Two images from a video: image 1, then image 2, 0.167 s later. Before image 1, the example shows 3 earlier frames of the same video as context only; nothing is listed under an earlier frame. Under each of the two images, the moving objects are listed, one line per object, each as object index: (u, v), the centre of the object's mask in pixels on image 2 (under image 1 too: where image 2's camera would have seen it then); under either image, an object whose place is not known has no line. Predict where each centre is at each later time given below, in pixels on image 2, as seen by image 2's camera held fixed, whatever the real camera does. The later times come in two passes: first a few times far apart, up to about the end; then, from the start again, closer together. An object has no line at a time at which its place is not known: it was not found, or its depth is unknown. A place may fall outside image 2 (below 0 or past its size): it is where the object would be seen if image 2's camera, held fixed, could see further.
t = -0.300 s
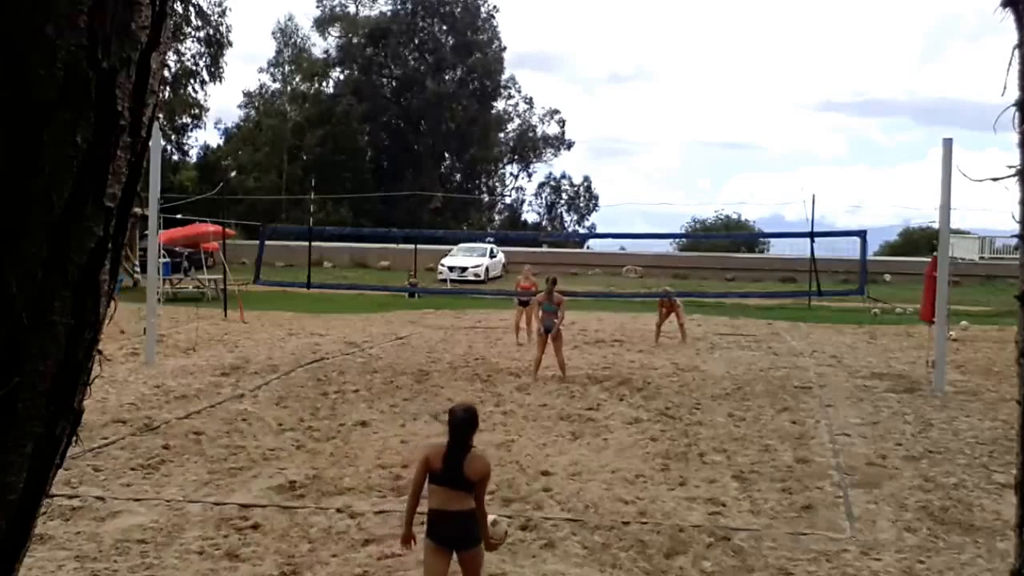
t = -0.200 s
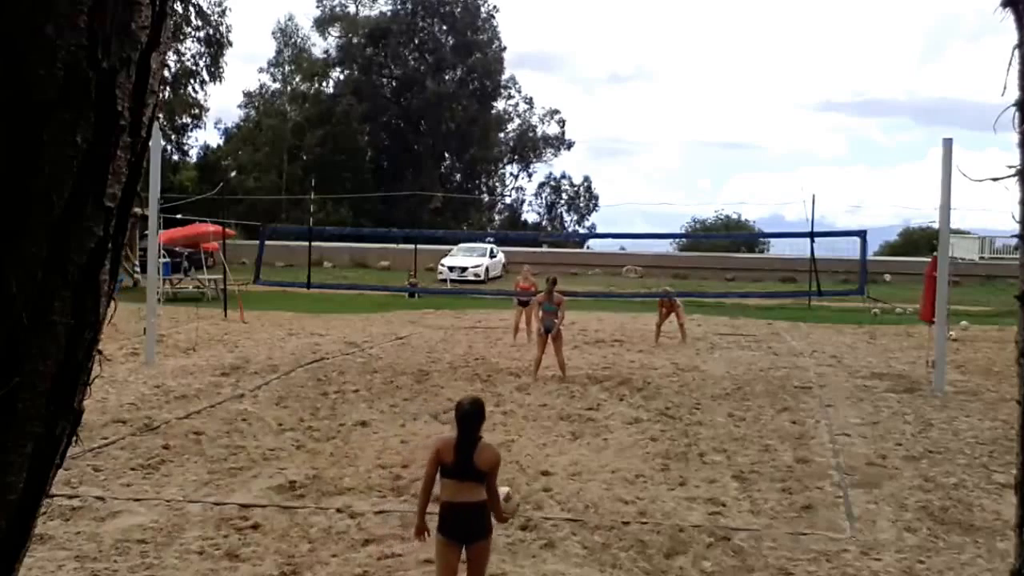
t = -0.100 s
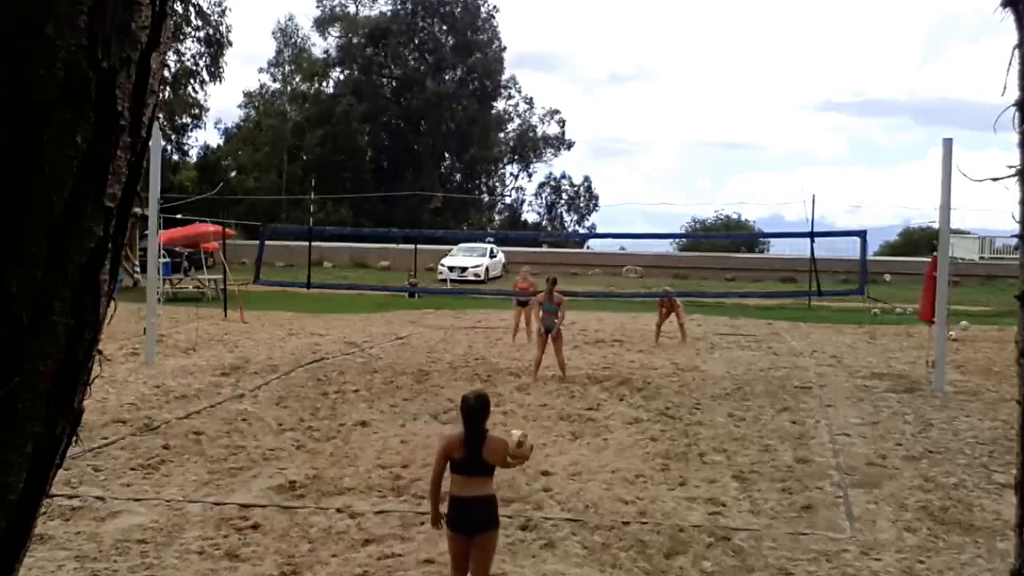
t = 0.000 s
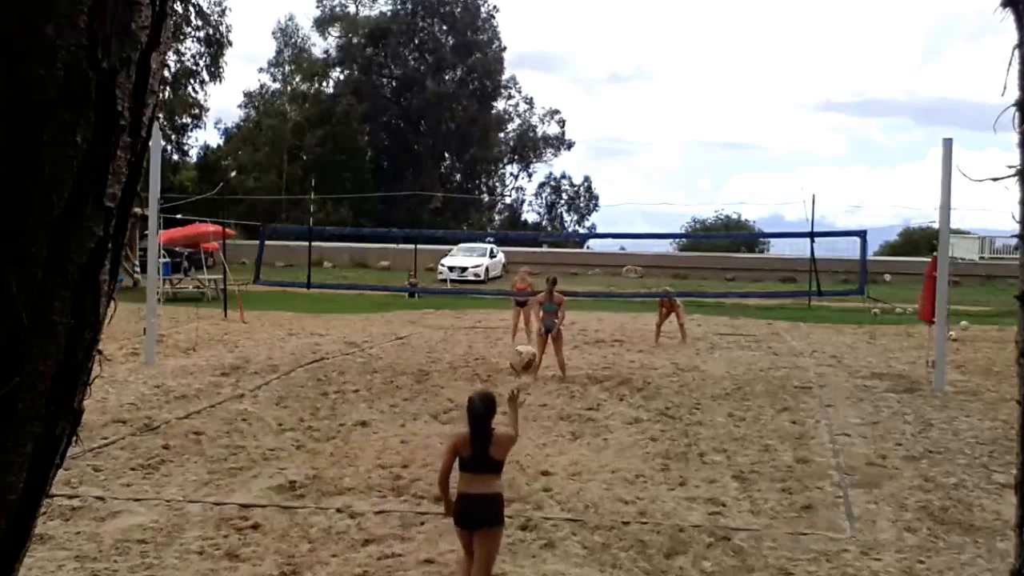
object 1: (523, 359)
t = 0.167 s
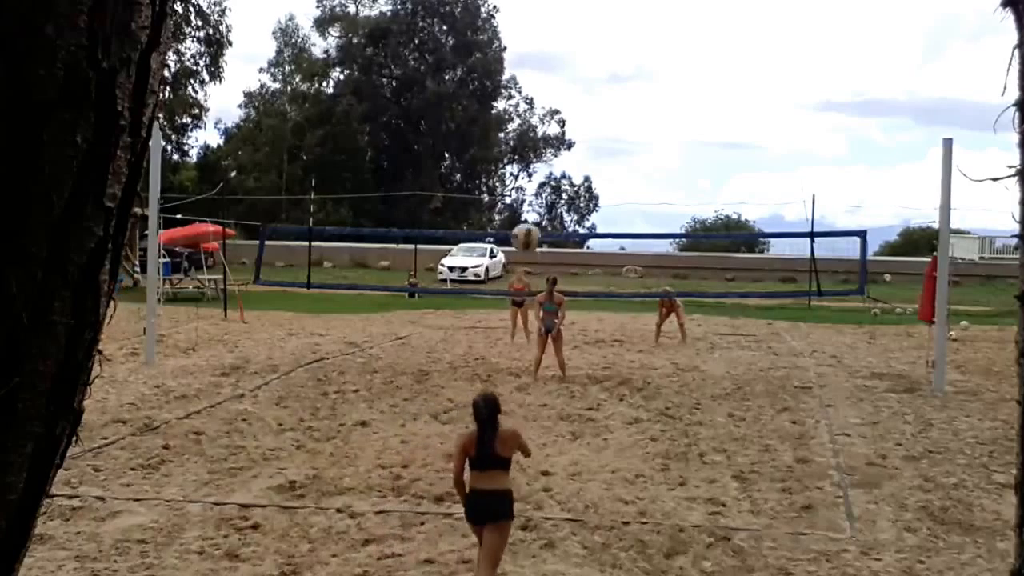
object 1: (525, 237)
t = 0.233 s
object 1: (525, 200)
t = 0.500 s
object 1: (527, 114)
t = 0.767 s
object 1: (526, 121)
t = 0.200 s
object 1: (525, 218)
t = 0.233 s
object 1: (525, 200)
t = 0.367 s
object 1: (526, 145)
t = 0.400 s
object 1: (528, 134)
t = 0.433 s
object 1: (529, 125)
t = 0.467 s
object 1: (528, 120)
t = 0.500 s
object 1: (527, 114)
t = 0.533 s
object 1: (527, 110)
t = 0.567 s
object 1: (528, 108)
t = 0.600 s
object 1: (527, 108)
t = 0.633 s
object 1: (527, 109)
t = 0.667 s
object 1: (527, 110)
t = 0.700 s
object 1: (527, 113)
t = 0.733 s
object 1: (526, 116)
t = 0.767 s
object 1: (526, 121)
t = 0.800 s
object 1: (526, 129)
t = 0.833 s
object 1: (527, 137)
